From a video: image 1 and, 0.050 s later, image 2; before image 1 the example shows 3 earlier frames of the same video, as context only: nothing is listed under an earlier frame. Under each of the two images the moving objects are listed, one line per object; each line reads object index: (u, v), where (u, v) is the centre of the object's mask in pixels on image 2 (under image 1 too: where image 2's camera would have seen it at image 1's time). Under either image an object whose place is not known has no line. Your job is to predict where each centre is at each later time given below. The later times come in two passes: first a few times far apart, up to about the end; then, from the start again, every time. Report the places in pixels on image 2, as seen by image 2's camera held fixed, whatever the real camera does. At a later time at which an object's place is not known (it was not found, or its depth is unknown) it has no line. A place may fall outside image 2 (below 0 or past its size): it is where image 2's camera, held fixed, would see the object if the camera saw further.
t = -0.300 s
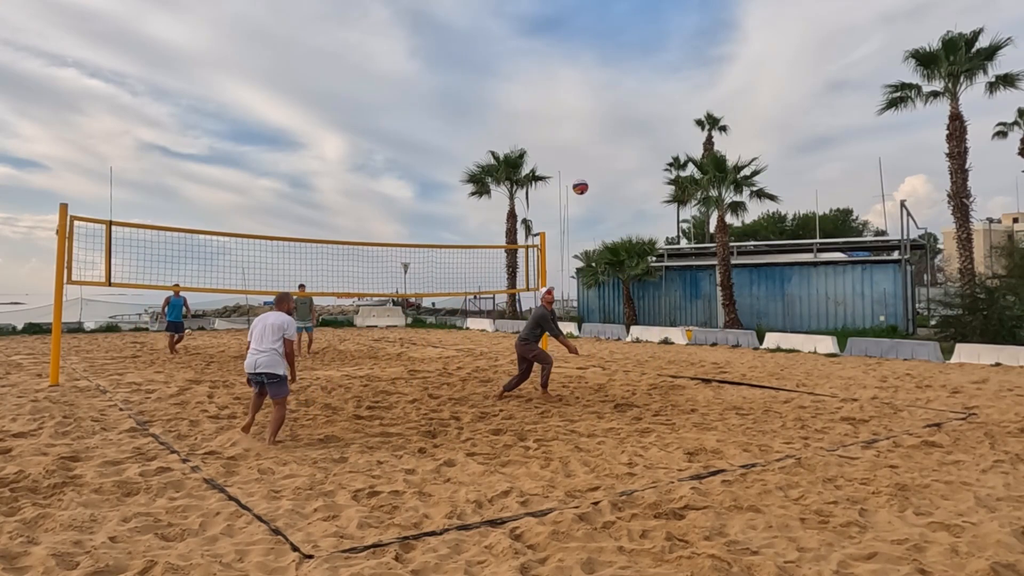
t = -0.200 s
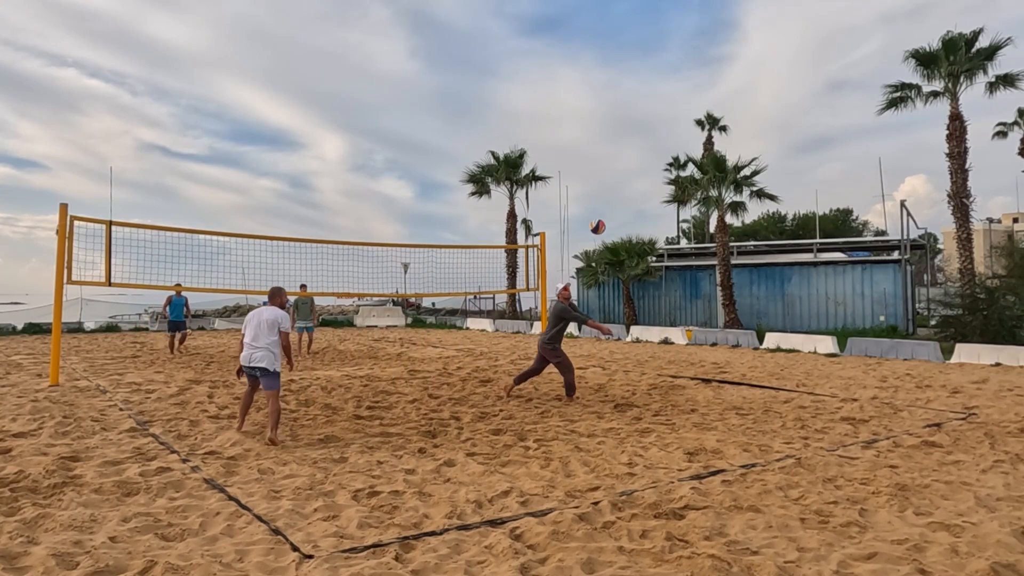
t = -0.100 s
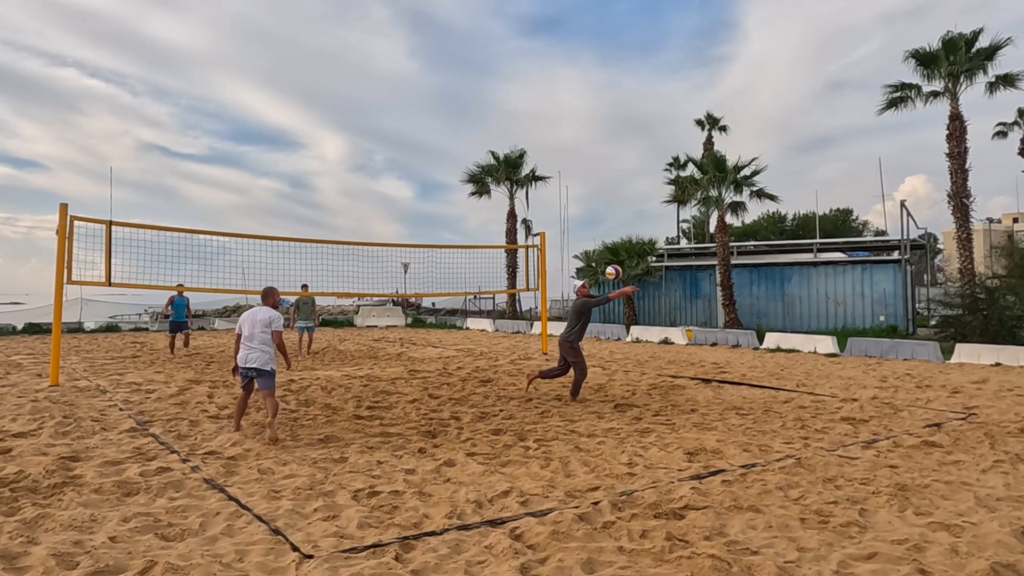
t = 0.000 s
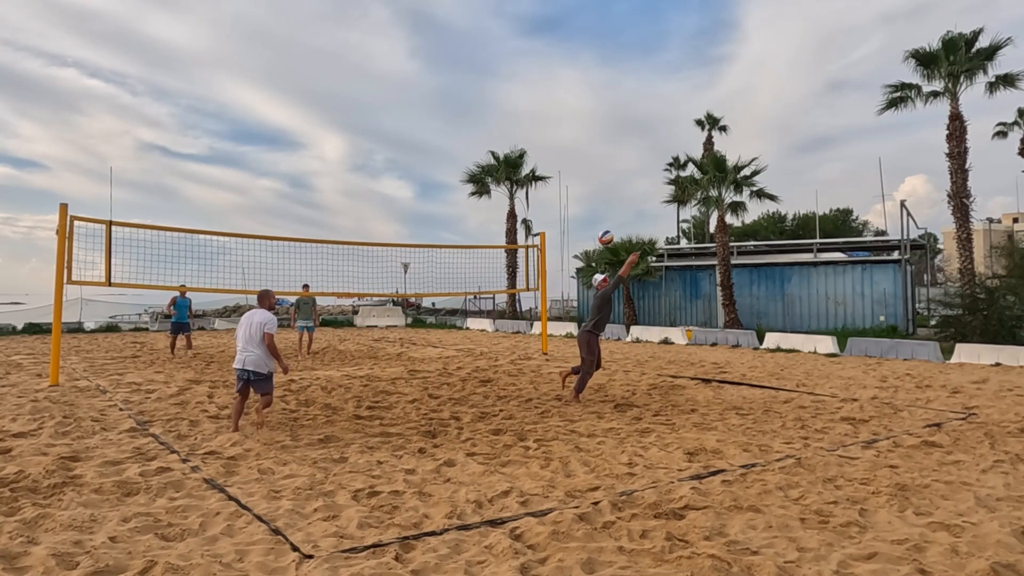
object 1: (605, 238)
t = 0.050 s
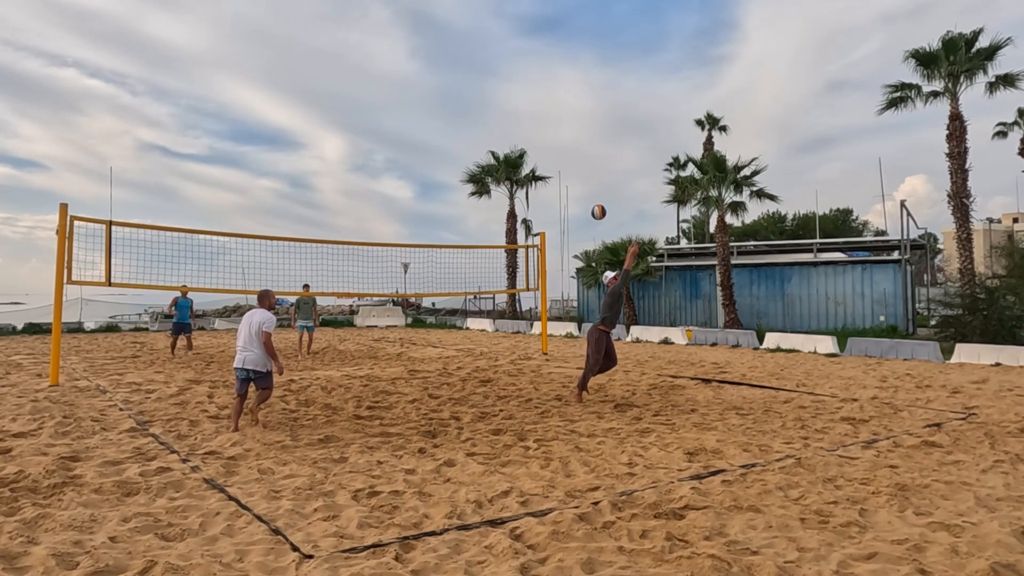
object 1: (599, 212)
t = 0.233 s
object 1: (571, 135)
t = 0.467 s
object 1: (534, 71)
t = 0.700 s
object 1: (495, 46)
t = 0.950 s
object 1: (453, 66)
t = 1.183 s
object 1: (412, 131)
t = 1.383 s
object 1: (376, 224)
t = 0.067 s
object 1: (596, 204)
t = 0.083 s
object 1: (593, 196)
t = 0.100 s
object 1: (591, 189)
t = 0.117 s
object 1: (588, 181)
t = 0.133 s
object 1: (586, 174)
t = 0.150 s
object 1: (584, 167)
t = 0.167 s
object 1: (581, 161)
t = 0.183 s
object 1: (578, 154)
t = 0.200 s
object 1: (576, 148)
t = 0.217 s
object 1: (573, 141)
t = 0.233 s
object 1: (571, 135)
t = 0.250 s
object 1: (569, 129)
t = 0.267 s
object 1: (566, 123)
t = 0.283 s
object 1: (563, 118)
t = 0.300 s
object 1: (561, 113)
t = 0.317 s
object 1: (558, 108)
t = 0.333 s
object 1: (555, 103)
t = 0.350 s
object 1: (553, 98)
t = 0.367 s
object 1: (550, 94)
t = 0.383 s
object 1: (547, 89)
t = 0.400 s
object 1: (545, 85)
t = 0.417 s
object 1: (542, 81)
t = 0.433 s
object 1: (539, 78)
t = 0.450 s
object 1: (537, 75)
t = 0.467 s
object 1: (534, 71)
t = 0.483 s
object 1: (532, 68)
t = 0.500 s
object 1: (529, 65)
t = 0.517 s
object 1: (526, 62)
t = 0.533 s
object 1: (523, 60)
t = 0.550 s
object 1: (520, 58)
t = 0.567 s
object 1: (518, 55)
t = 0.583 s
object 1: (515, 53)
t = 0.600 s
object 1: (512, 52)
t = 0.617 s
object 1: (509, 50)
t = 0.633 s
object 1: (507, 49)
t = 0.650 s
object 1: (504, 48)
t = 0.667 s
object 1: (501, 47)
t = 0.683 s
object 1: (498, 47)
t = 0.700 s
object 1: (495, 46)
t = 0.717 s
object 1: (493, 46)
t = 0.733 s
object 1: (490, 46)
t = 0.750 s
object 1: (487, 46)
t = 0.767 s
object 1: (484, 47)
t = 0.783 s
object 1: (481, 47)
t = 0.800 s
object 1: (478, 48)
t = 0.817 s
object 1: (475, 49)
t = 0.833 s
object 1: (473, 50)
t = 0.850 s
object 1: (470, 52)
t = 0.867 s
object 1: (467, 54)
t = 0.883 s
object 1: (464, 56)
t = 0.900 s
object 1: (461, 58)
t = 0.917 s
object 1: (458, 60)
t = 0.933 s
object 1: (455, 63)
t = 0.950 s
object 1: (453, 66)
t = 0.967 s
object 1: (450, 69)
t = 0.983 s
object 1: (447, 72)
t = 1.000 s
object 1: (444, 76)
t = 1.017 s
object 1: (441, 79)
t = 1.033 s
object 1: (438, 84)
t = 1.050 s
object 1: (435, 88)
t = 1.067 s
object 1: (432, 92)
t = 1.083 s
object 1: (429, 97)
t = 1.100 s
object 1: (426, 102)
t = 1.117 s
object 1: (423, 108)
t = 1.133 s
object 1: (420, 113)
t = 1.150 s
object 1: (418, 119)
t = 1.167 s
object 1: (415, 125)
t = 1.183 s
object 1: (412, 131)
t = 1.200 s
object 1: (409, 137)
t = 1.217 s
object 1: (406, 144)
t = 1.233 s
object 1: (403, 151)
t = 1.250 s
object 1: (400, 158)
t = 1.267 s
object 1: (397, 165)
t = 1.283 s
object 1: (394, 173)
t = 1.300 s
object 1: (391, 181)
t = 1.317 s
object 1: (388, 189)
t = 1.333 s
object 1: (385, 198)
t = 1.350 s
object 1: (382, 206)
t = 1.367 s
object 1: (379, 215)
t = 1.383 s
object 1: (376, 224)
